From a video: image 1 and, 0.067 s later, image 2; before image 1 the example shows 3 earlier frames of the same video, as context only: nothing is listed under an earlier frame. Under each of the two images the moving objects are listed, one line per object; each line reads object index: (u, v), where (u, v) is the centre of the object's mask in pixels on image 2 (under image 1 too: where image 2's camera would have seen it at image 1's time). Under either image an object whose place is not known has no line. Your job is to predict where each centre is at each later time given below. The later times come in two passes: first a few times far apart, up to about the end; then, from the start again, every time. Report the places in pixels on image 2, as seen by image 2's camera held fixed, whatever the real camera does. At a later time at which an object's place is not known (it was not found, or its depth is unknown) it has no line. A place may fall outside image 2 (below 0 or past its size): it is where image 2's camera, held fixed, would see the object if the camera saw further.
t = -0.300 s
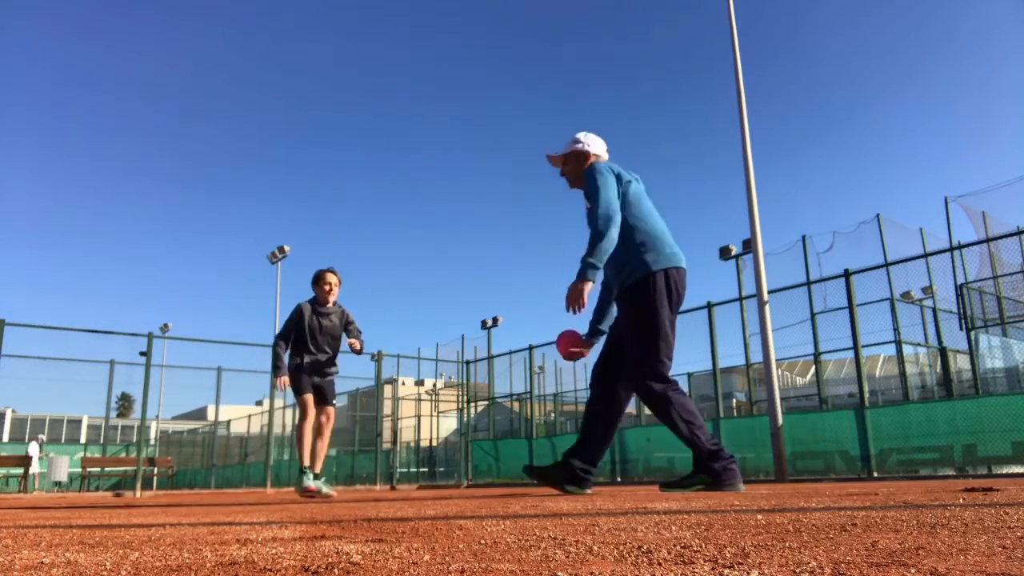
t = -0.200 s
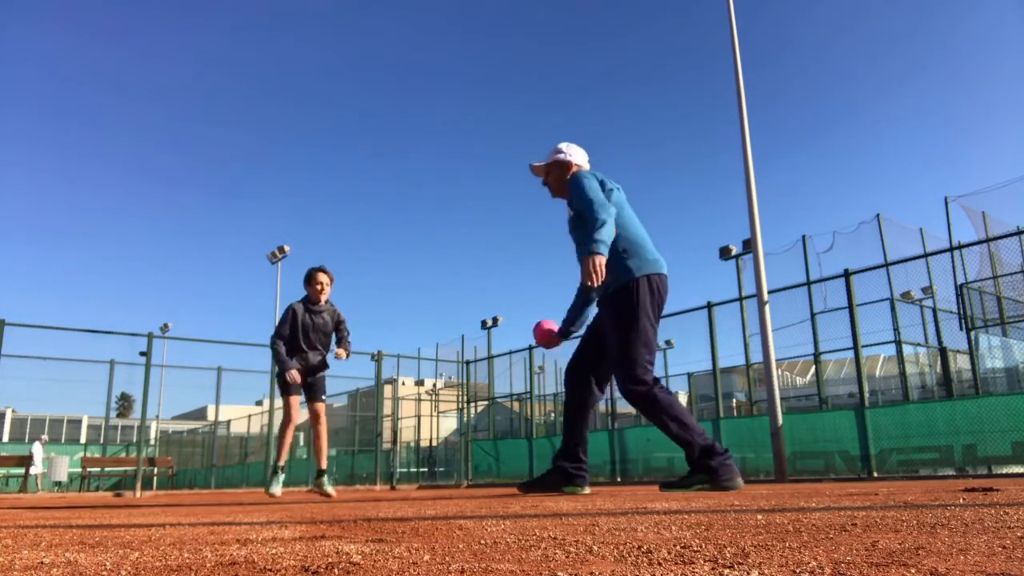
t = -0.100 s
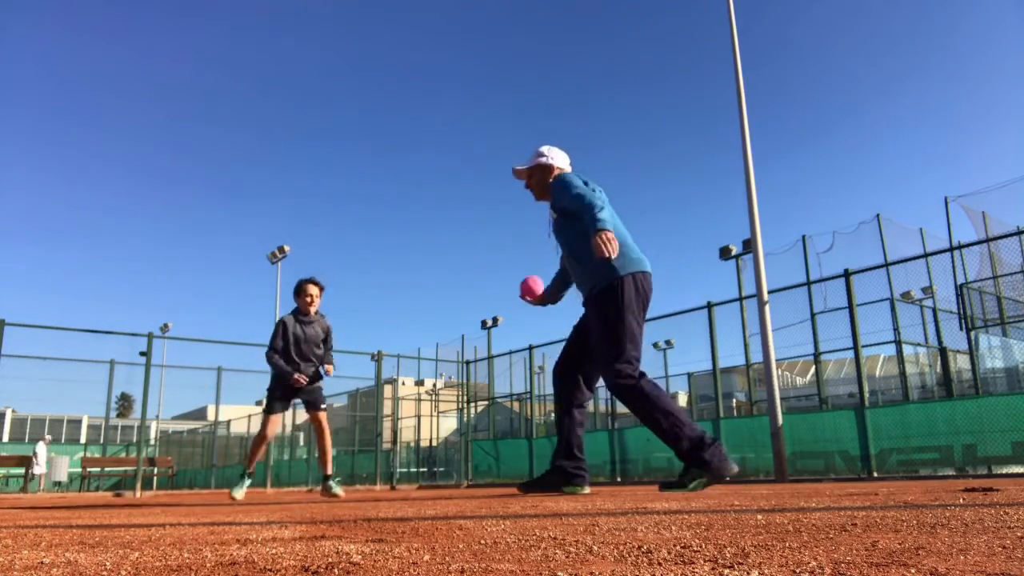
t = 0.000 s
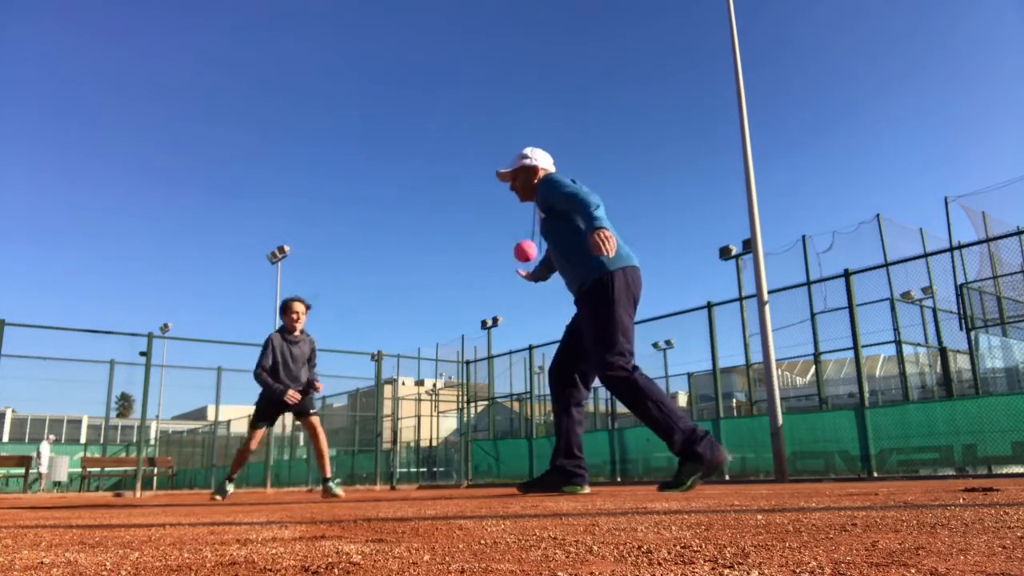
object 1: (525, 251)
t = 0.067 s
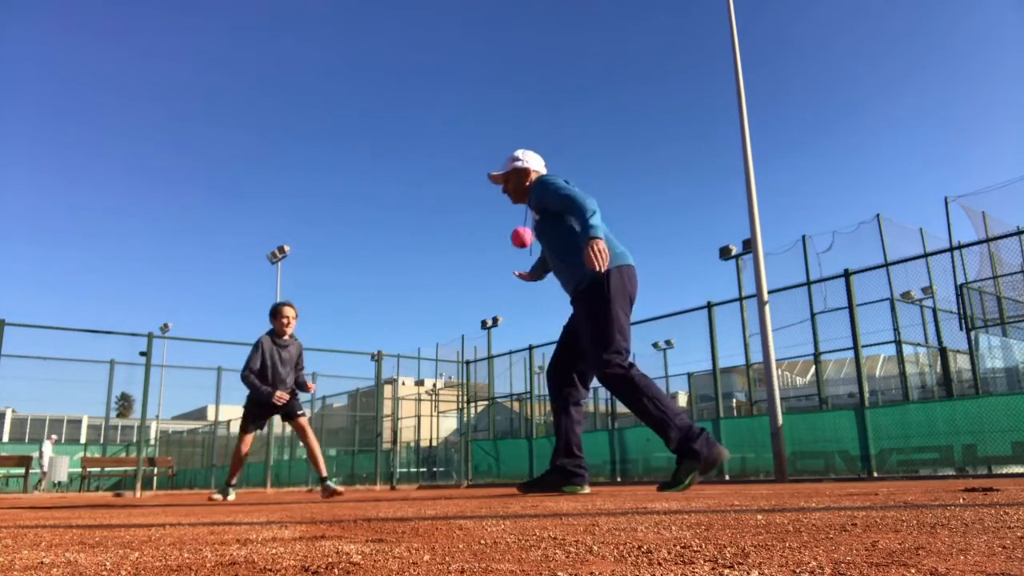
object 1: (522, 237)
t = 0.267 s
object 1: (515, 238)
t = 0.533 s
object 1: (511, 323)
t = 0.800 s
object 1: (512, 476)
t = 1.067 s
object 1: (512, 383)
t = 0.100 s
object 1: (520, 233)
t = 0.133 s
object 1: (519, 231)
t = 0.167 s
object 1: (517, 230)
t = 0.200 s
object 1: (516, 231)
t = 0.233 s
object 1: (515, 234)
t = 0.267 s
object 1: (515, 238)
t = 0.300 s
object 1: (514, 244)
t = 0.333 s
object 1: (514, 251)
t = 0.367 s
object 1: (512, 260)
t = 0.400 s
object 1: (512, 270)
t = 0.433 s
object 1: (511, 281)
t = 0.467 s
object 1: (511, 294)
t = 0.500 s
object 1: (511, 308)
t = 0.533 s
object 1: (511, 323)
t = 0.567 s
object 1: (510, 340)
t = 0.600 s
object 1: (511, 358)
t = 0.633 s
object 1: (510, 378)
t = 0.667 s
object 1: (511, 398)
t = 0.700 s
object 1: (511, 420)
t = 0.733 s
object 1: (511, 444)
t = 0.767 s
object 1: (512, 468)
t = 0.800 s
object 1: (512, 476)
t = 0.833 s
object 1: (512, 458)
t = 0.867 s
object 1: (511, 443)
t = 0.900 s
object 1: (512, 428)
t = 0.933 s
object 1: (512, 415)
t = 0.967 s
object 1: (511, 405)
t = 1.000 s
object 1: (512, 396)
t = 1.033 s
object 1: (511, 389)
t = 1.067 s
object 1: (512, 383)
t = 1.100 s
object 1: (512, 378)
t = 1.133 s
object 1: (512, 374)
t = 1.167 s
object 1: (513, 372)
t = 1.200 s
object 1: (514, 372)
